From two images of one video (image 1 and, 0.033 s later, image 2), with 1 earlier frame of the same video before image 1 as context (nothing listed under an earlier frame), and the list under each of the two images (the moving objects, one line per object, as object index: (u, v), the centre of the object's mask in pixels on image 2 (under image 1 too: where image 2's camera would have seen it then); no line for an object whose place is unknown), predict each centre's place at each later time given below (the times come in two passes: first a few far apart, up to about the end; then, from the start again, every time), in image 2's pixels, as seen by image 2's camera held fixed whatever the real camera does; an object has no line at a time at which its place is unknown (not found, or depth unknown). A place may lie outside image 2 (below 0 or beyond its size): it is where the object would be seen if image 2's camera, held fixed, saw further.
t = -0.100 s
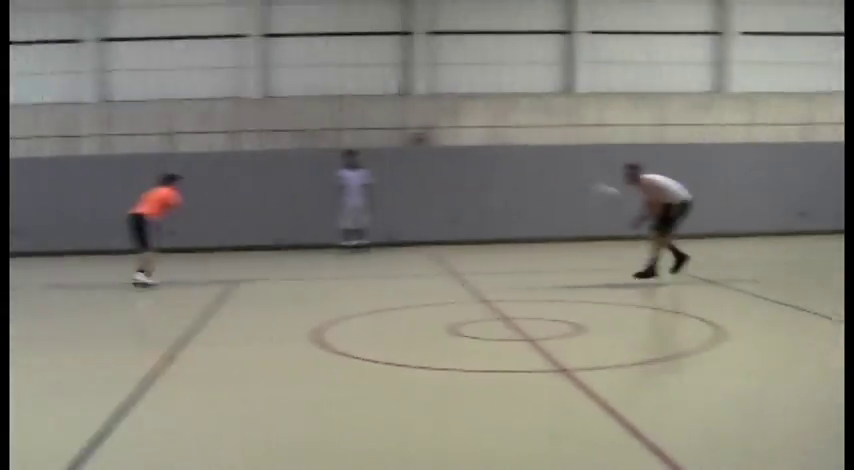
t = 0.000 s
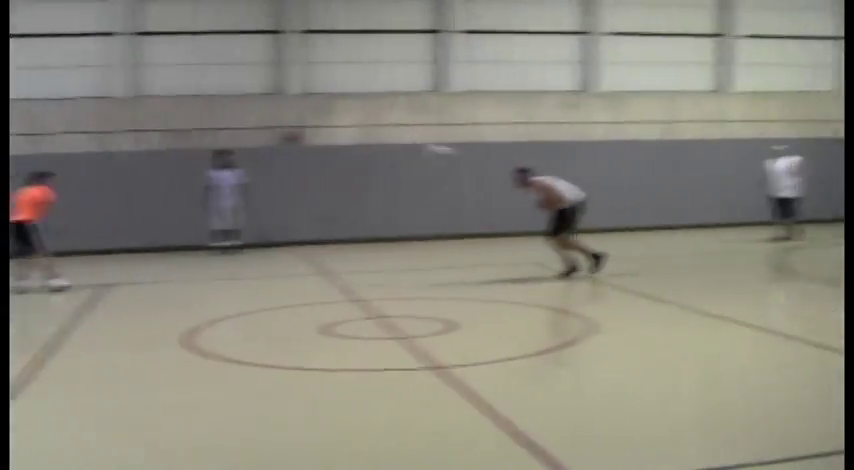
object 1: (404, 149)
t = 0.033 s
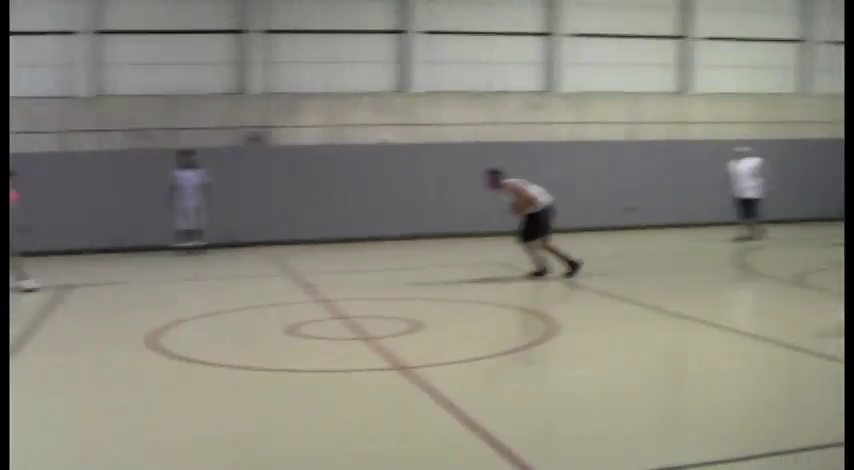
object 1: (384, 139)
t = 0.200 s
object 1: (322, 103)
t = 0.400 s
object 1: (252, 86)
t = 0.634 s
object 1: (177, 106)
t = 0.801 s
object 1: (135, 141)
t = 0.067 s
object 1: (377, 136)
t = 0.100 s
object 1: (360, 127)
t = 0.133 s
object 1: (347, 116)
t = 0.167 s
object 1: (335, 110)
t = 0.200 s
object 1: (322, 103)
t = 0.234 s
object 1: (310, 99)
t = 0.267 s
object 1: (299, 92)
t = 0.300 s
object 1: (286, 88)
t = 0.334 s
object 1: (275, 88)
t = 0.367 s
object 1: (263, 87)
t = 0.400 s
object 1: (252, 86)
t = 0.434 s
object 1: (238, 87)
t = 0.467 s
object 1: (230, 87)
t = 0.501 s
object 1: (220, 90)
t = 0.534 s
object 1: (209, 92)
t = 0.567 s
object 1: (198, 96)
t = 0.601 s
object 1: (187, 100)
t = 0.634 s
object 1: (177, 106)
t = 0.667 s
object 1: (168, 112)
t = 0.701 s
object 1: (158, 119)
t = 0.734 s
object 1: (149, 126)
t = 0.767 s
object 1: (140, 133)
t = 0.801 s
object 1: (135, 141)
